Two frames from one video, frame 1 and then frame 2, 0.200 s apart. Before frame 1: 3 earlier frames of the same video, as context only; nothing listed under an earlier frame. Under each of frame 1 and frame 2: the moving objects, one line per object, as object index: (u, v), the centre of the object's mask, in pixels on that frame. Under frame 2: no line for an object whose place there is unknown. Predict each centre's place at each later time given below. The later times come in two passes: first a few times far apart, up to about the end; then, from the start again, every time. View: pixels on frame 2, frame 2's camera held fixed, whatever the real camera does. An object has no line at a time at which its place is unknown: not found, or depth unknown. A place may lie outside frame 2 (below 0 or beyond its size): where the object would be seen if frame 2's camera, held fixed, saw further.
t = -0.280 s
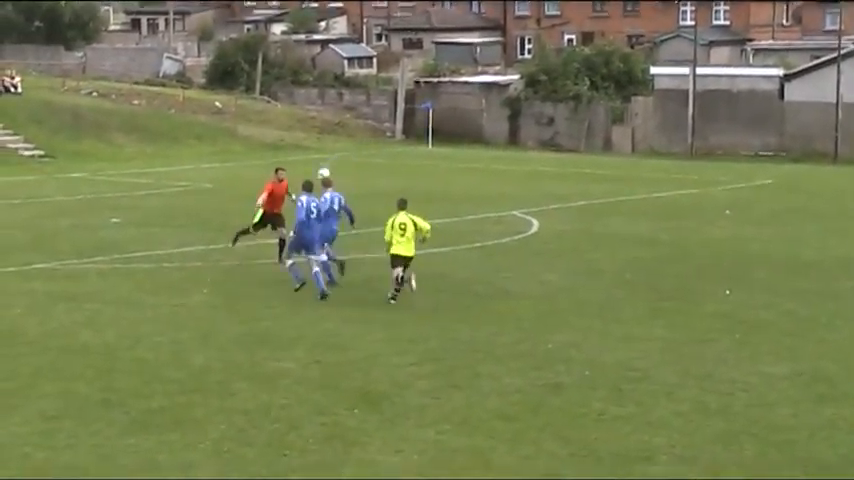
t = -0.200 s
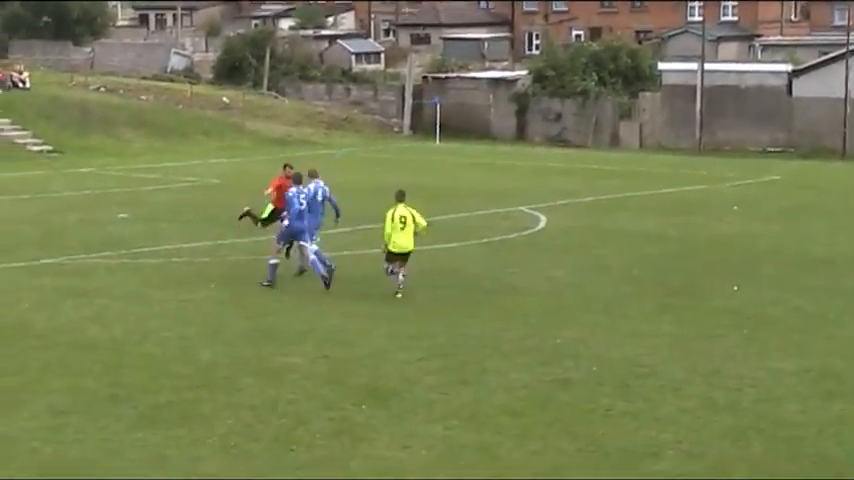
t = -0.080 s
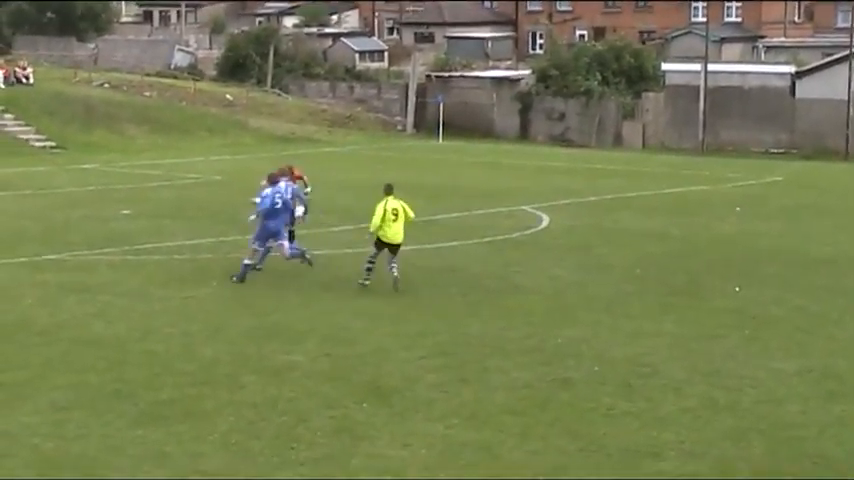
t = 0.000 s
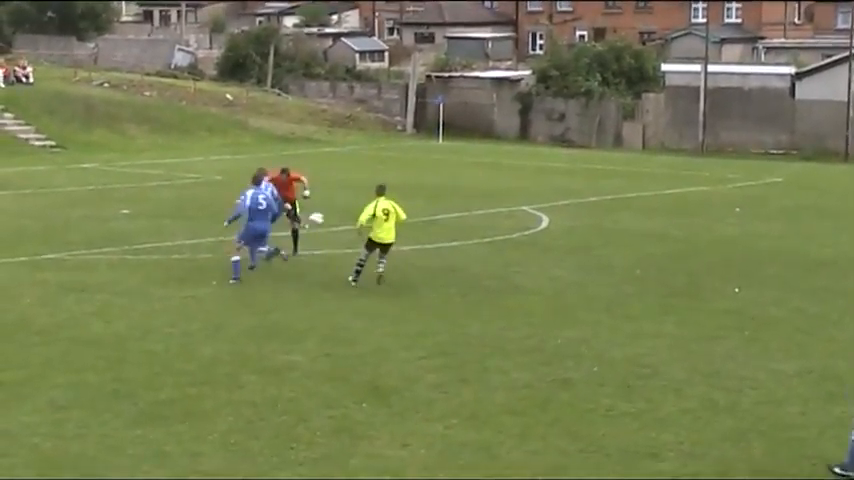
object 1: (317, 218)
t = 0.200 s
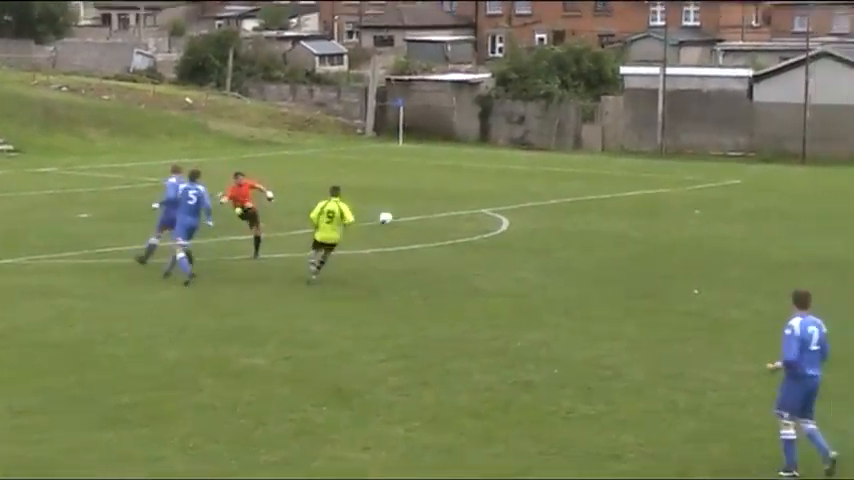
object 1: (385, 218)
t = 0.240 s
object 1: (408, 220)
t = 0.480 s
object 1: (551, 256)
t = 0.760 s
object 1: (692, 279)
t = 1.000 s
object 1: (781, 275)
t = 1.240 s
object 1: (874, 314)
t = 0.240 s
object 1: (408, 220)
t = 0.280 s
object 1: (431, 222)
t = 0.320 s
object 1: (455, 227)
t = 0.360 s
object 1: (478, 233)
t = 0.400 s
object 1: (502, 239)
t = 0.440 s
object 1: (526, 247)
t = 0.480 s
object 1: (551, 256)
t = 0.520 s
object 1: (576, 266)
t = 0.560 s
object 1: (601, 277)
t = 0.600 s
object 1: (626, 290)
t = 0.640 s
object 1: (647, 295)
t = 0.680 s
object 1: (662, 288)
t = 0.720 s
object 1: (676, 283)
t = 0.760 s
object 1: (692, 279)
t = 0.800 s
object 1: (706, 276)
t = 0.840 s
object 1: (721, 273)
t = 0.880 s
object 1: (736, 272)
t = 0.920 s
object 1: (751, 272)
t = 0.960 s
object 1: (766, 273)
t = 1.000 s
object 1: (781, 275)
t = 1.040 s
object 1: (797, 279)
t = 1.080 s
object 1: (812, 284)
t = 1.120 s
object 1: (828, 288)
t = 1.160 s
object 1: (843, 296)
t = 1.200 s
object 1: (858, 304)
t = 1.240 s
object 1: (874, 314)
